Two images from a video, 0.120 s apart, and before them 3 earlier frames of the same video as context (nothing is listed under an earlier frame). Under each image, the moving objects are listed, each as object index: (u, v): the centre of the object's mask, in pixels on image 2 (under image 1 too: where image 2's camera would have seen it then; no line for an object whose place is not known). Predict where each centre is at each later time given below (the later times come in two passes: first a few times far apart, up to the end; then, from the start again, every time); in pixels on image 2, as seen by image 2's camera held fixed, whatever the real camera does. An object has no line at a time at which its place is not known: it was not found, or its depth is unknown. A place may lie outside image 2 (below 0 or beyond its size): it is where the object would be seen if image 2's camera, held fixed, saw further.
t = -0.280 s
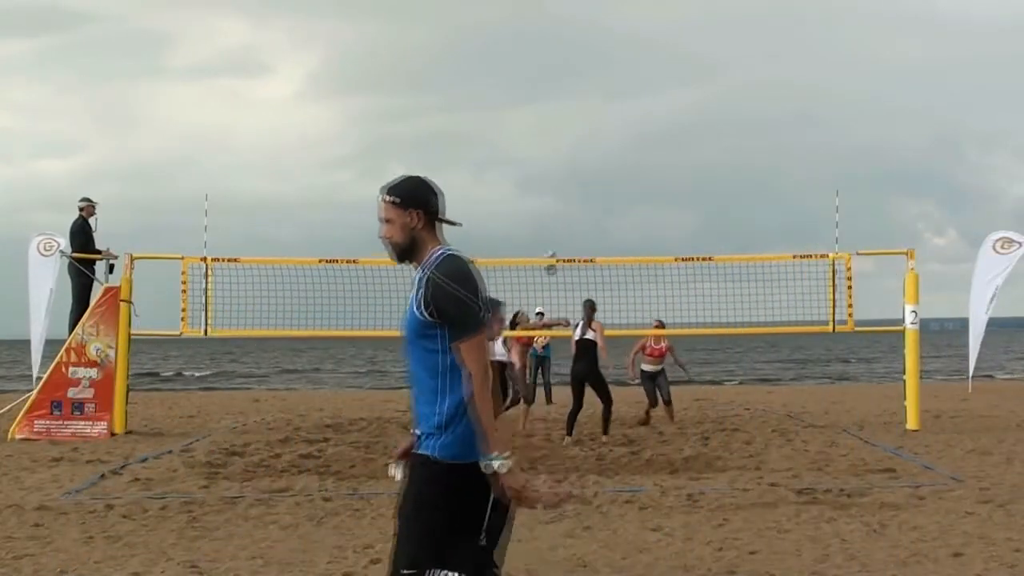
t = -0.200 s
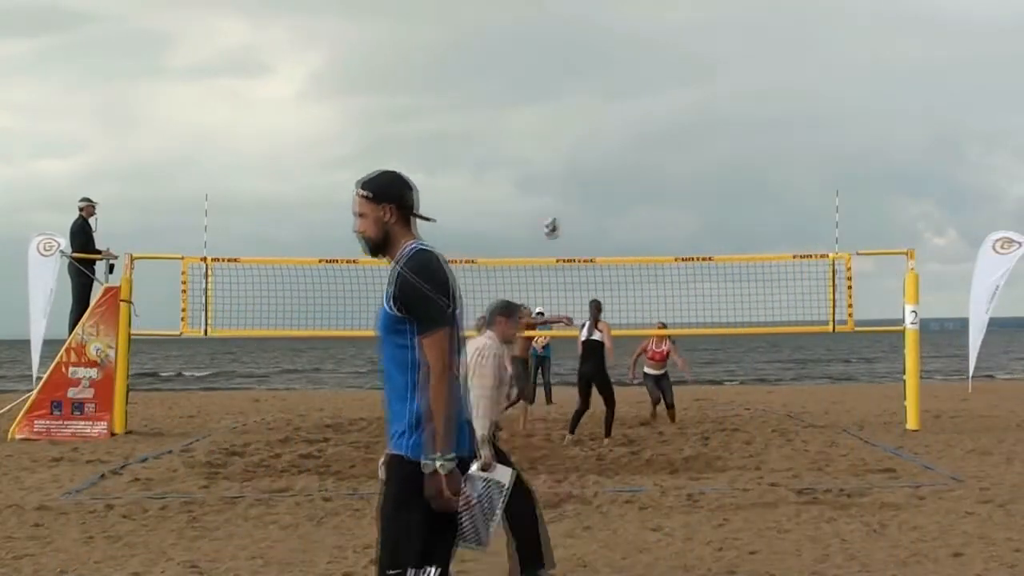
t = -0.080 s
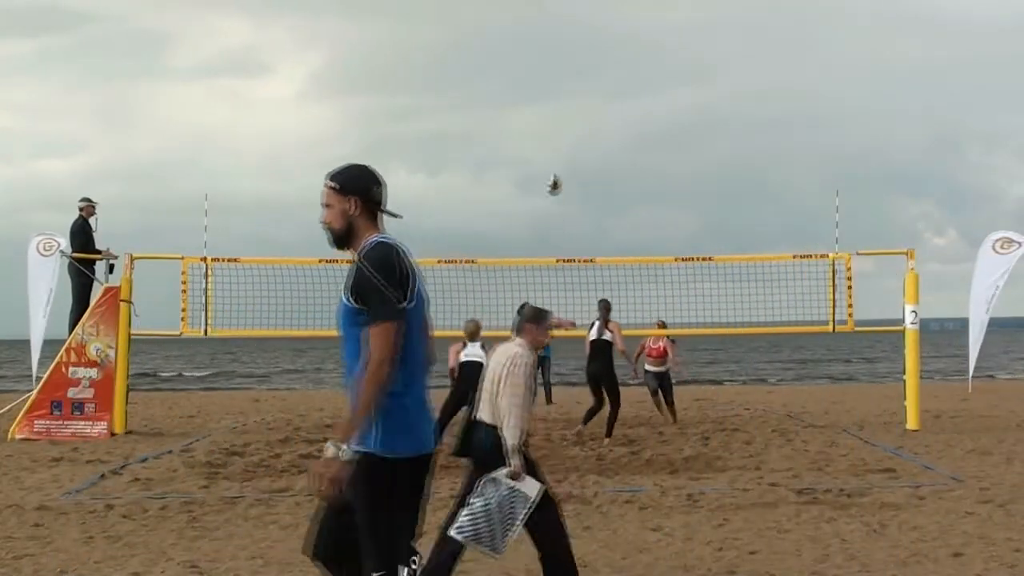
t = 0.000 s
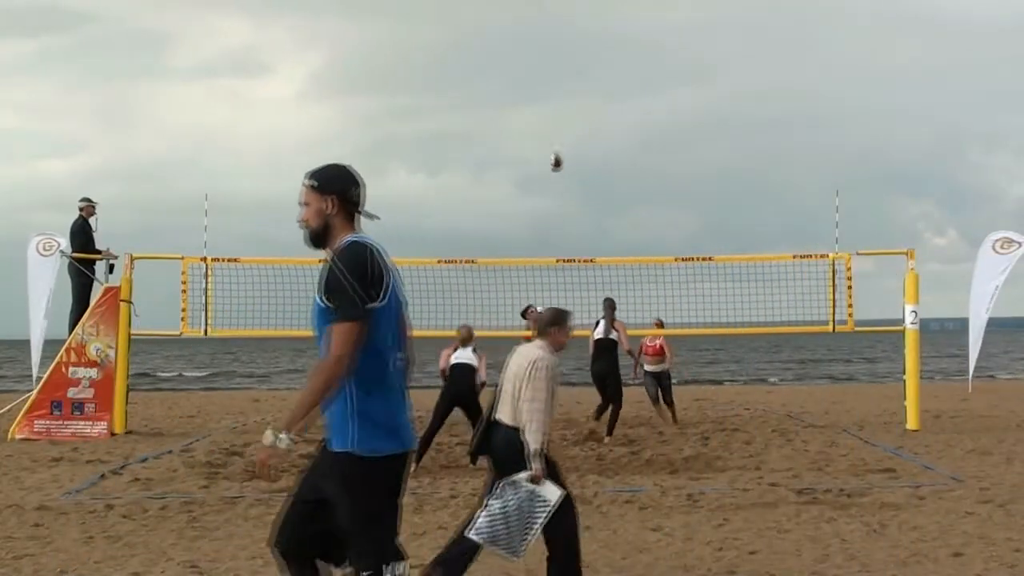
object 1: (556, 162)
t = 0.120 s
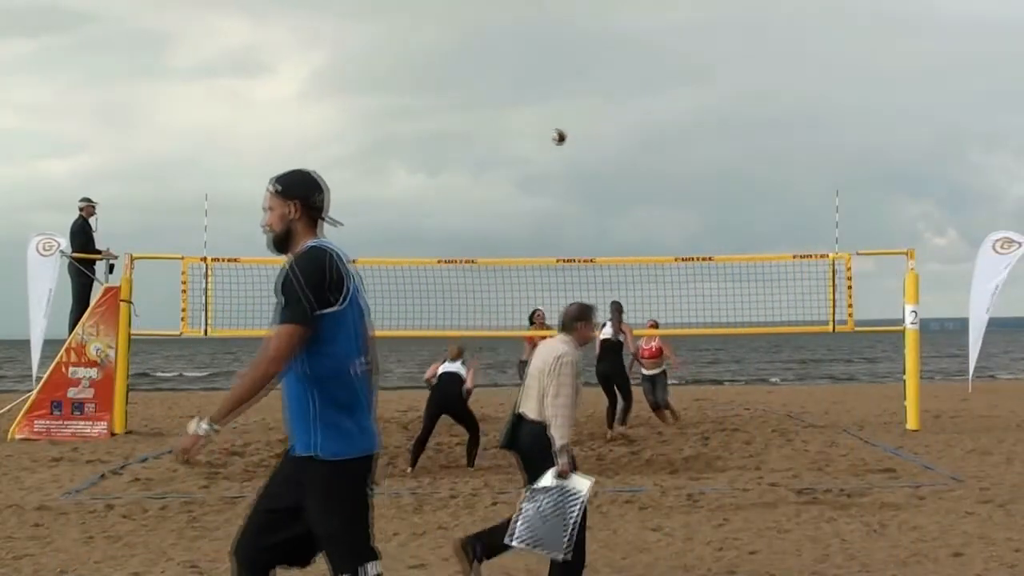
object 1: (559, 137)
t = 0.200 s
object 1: (561, 126)
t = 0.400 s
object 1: (568, 118)
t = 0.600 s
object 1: (576, 139)
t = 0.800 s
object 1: (586, 189)
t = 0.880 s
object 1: (590, 217)
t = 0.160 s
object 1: (559, 131)
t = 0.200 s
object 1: (561, 126)
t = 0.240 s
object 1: (562, 123)
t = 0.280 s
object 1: (564, 119)
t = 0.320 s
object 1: (565, 118)
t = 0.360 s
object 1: (567, 118)
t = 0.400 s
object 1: (568, 118)
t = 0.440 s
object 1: (570, 120)
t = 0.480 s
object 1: (571, 123)
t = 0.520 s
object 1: (573, 128)
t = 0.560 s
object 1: (575, 133)
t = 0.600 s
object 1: (576, 139)
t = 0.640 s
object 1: (578, 146)
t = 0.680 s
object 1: (580, 155)
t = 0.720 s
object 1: (581, 165)
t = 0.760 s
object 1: (584, 177)
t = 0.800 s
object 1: (586, 189)
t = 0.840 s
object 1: (588, 203)
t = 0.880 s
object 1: (590, 217)
